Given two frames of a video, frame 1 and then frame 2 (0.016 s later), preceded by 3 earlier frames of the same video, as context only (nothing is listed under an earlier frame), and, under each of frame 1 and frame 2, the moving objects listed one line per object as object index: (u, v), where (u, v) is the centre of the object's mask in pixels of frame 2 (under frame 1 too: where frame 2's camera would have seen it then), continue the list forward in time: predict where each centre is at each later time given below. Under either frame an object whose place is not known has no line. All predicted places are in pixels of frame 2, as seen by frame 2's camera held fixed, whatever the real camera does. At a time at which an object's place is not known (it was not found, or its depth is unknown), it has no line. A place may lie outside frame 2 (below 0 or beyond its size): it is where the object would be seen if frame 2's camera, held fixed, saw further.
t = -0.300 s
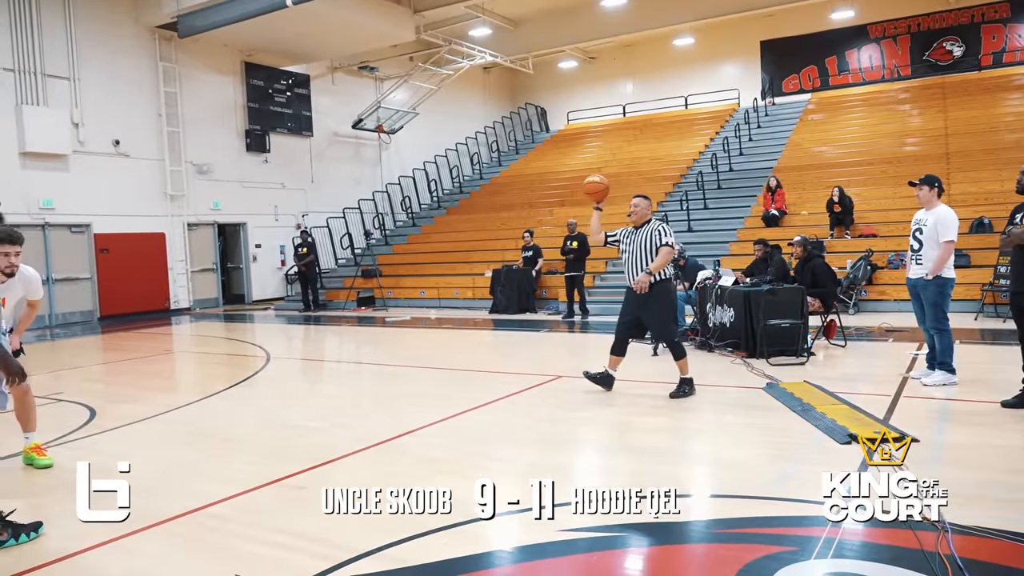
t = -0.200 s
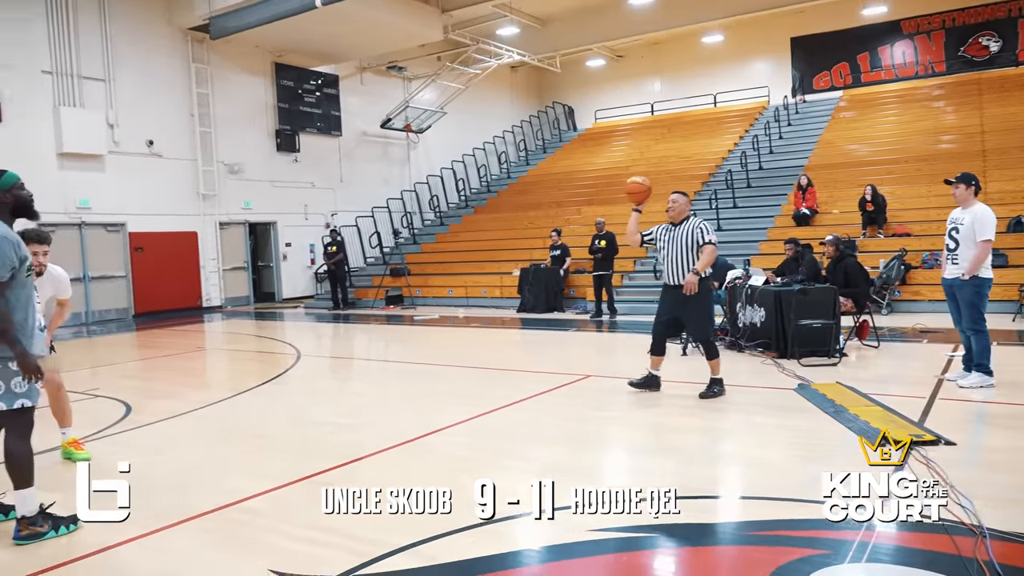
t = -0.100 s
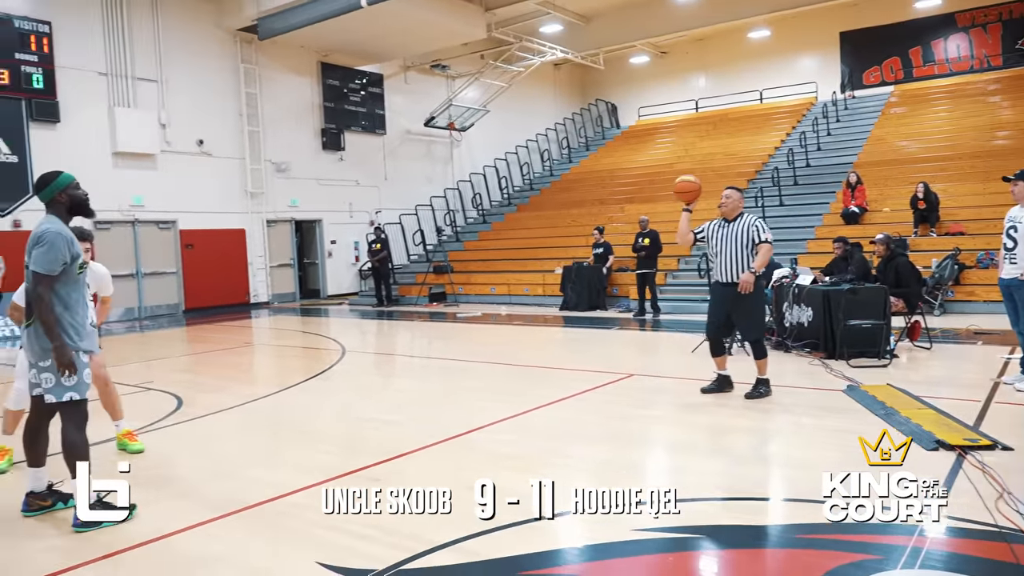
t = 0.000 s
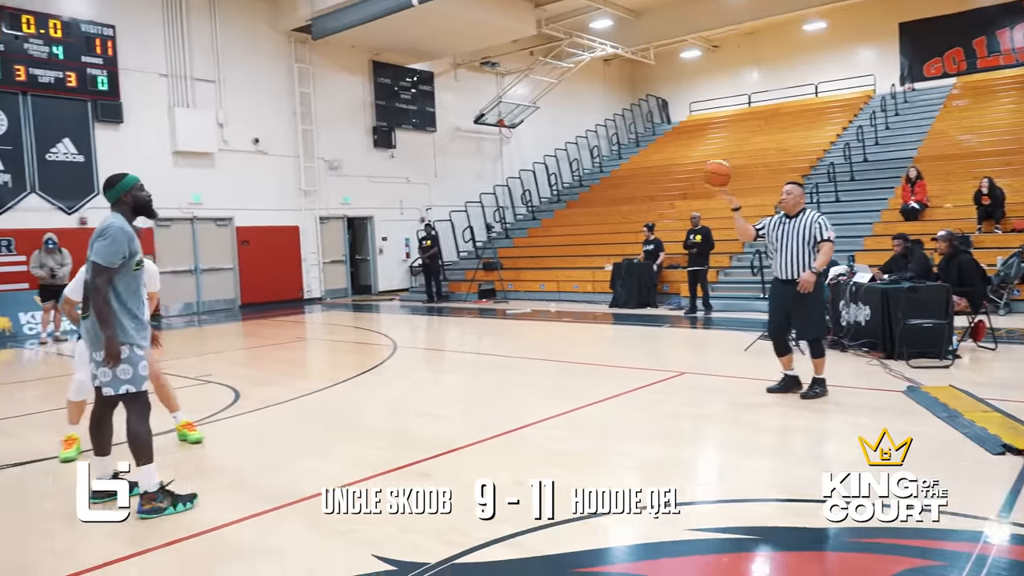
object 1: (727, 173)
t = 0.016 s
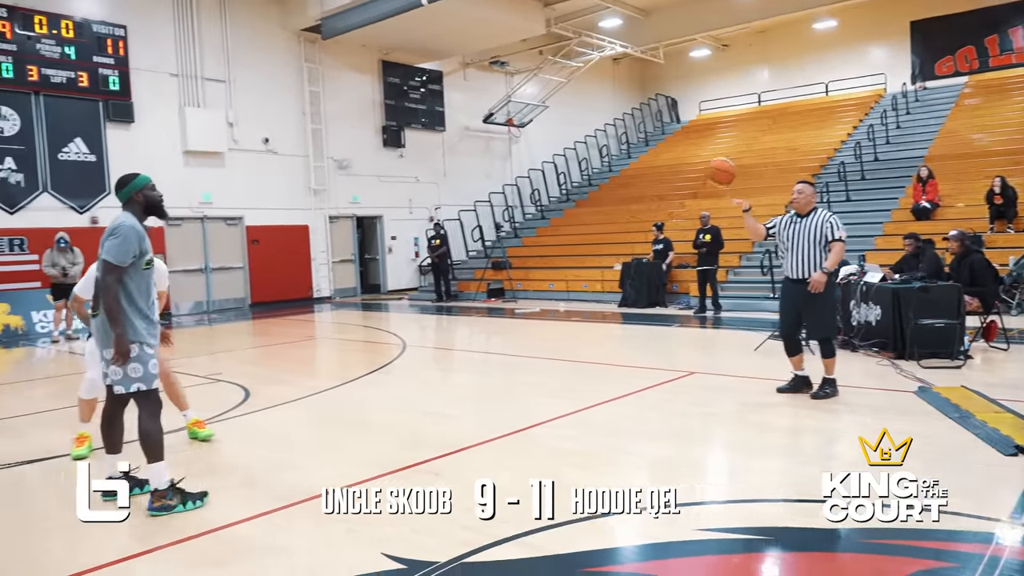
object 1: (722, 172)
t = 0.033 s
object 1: (715, 171)
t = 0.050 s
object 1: (709, 171)
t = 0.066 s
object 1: (703, 172)
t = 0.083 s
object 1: (699, 171)
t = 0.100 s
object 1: (695, 171)
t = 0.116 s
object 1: (691, 172)
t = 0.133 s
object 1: (686, 173)
